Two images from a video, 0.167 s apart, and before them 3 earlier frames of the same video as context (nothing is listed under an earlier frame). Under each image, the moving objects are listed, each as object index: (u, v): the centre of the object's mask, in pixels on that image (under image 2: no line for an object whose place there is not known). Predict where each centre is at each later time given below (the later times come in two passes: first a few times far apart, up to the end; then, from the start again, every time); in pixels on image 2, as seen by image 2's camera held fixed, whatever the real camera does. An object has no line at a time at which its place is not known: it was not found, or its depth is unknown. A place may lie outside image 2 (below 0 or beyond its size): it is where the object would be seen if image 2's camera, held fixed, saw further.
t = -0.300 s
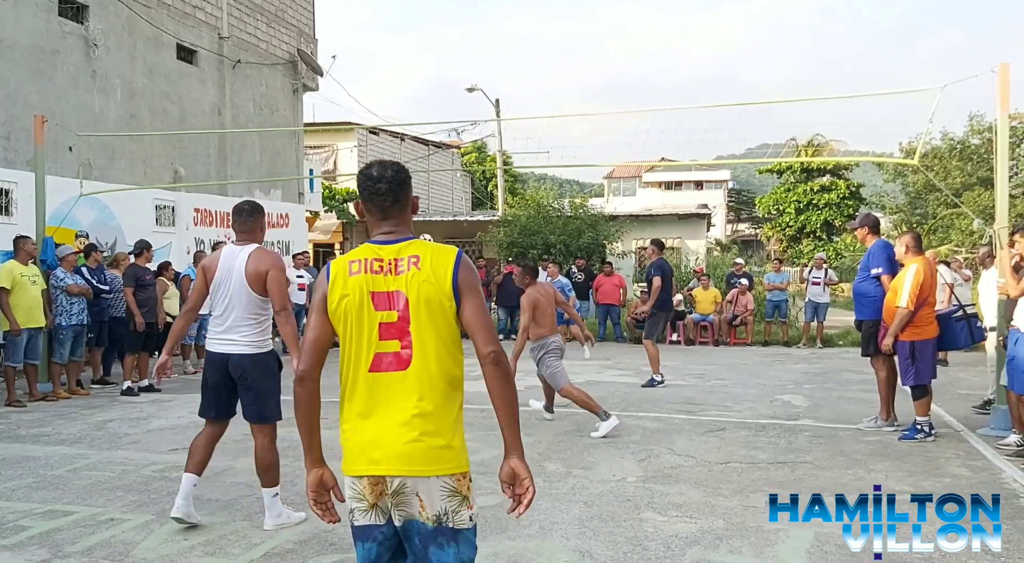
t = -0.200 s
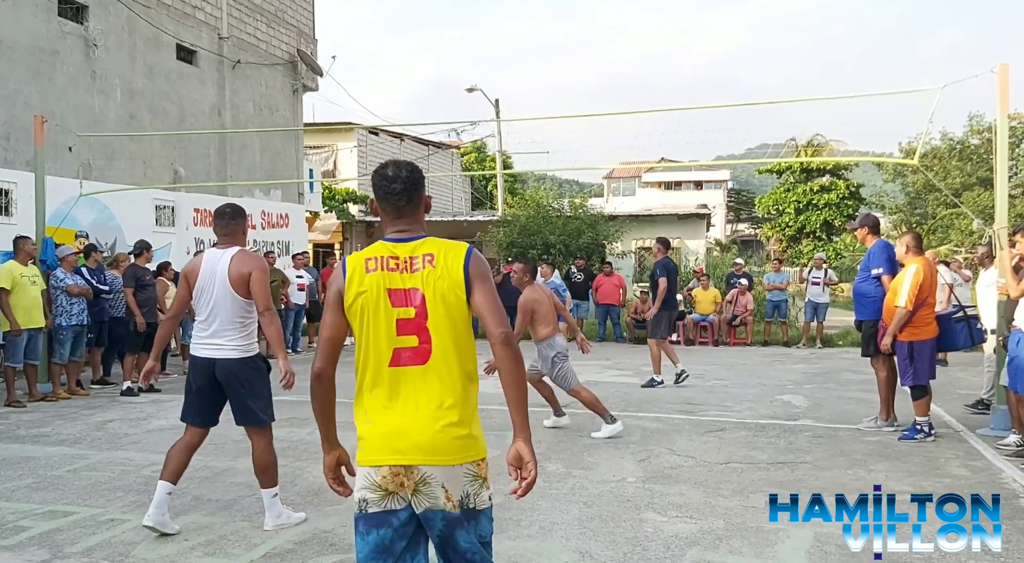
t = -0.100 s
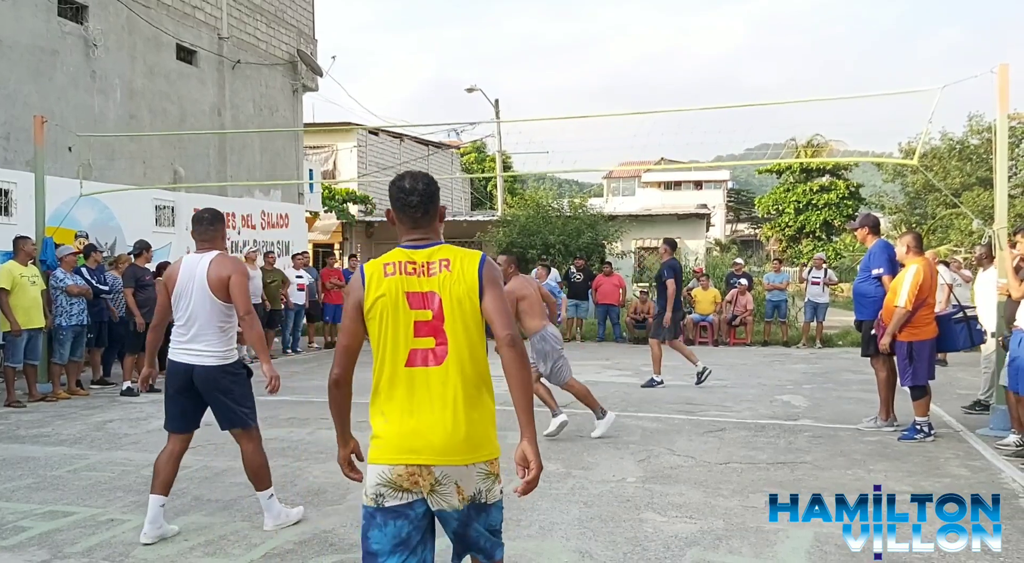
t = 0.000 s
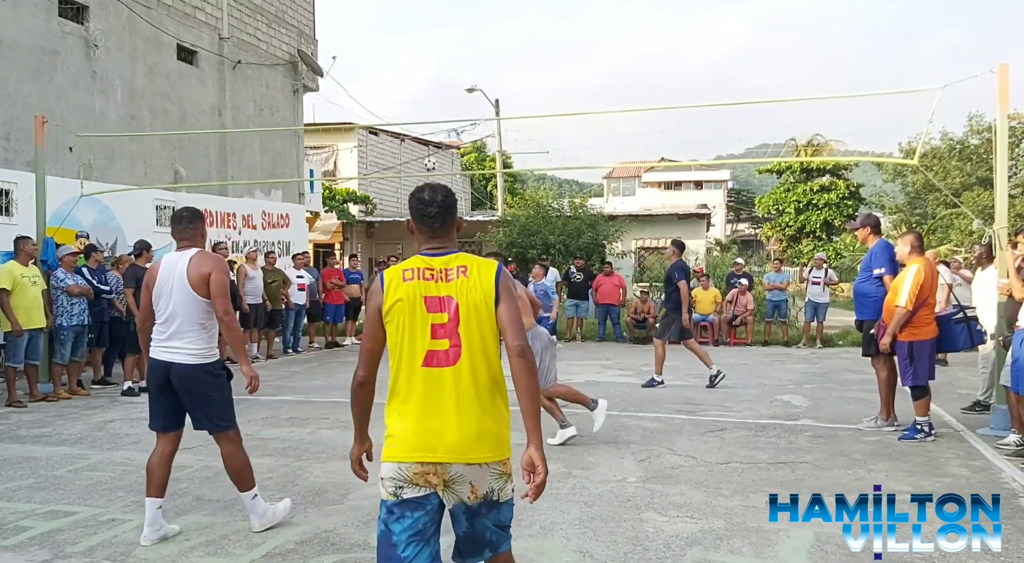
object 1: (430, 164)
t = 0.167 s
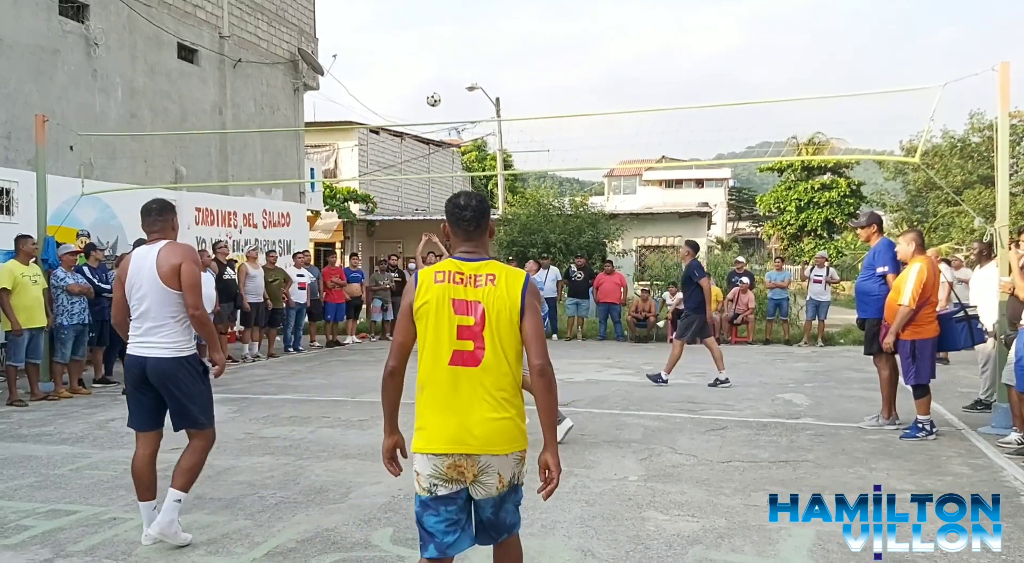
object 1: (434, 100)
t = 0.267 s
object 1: (435, 69)
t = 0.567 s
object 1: (444, 15)
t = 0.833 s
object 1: (453, 20)
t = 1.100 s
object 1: (461, 79)
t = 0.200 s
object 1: (434, 89)
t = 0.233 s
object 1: (435, 79)
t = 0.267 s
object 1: (435, 69)
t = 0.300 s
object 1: (436, 60)
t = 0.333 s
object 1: (438, 52)
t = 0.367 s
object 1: (438, 44)
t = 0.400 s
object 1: (439, 37)
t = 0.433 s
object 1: (440, 31)
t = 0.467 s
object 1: (441, 26)
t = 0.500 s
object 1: (442, 22)
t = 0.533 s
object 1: (444, 18)
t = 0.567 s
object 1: (444, 15)
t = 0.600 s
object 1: (445, 12)
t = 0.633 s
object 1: (446, 11)
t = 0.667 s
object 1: (447, 10)
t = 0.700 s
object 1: (449, 10)
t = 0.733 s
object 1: (450, 12)
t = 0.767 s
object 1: (450, 13)
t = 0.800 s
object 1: (451, 16)
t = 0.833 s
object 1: (453, 20)
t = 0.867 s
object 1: (454, 24)
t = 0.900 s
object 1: (455, 29)
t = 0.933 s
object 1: (456, 35)
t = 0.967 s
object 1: (457, 42)
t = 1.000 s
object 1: (459, 50)
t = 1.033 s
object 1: (459, 58)
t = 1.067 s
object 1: (460, 68)
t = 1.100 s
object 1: (461, 79)
